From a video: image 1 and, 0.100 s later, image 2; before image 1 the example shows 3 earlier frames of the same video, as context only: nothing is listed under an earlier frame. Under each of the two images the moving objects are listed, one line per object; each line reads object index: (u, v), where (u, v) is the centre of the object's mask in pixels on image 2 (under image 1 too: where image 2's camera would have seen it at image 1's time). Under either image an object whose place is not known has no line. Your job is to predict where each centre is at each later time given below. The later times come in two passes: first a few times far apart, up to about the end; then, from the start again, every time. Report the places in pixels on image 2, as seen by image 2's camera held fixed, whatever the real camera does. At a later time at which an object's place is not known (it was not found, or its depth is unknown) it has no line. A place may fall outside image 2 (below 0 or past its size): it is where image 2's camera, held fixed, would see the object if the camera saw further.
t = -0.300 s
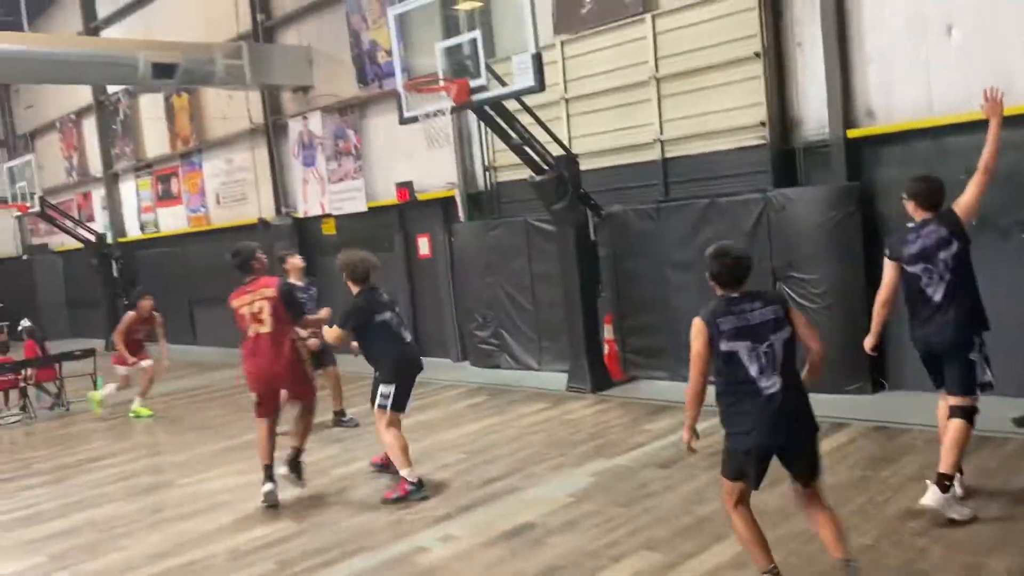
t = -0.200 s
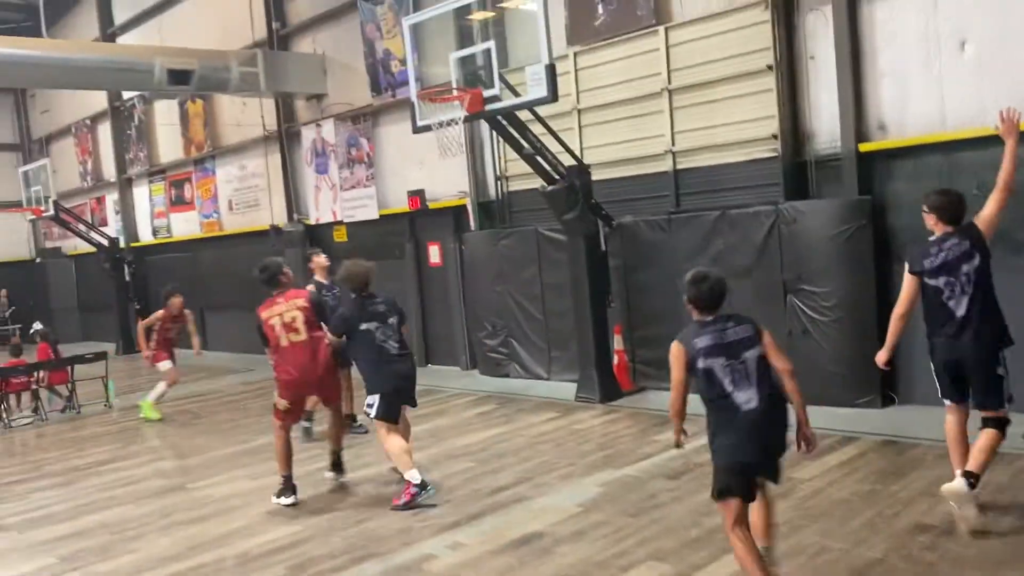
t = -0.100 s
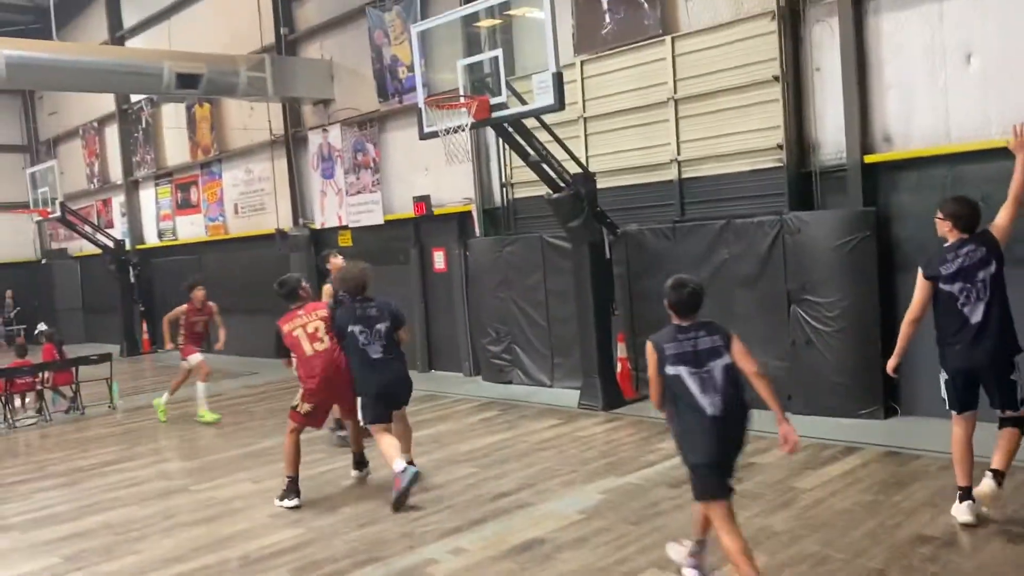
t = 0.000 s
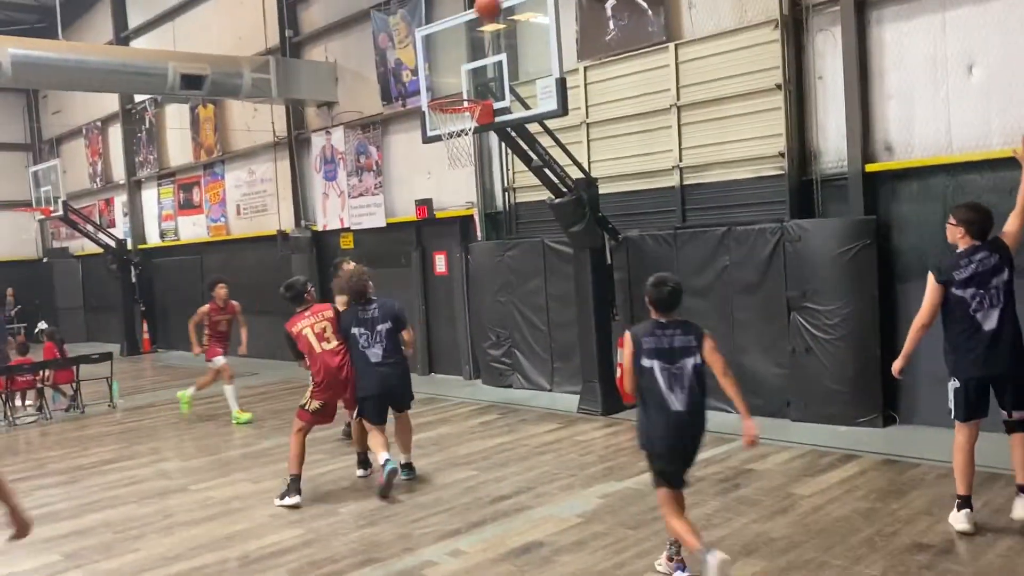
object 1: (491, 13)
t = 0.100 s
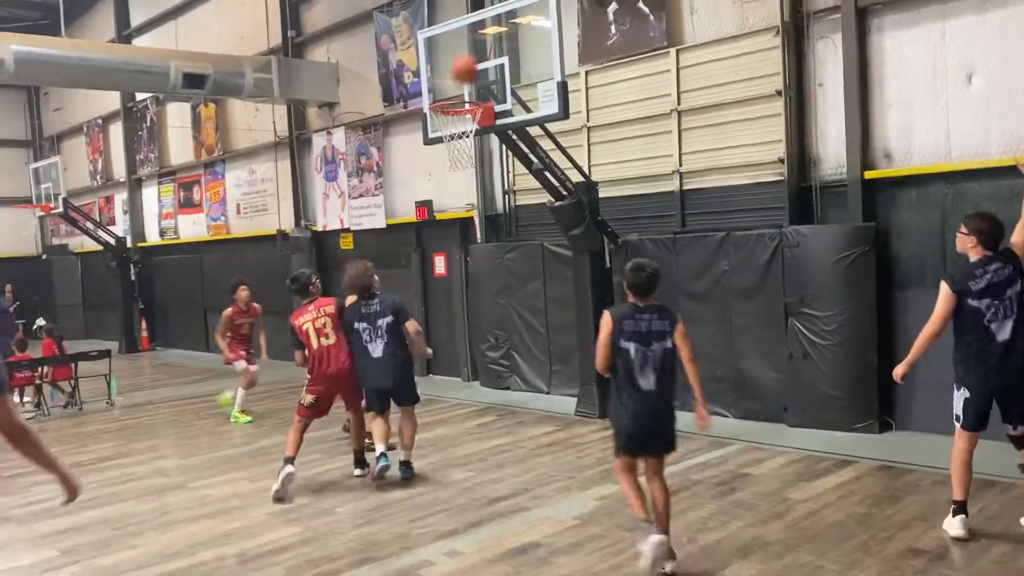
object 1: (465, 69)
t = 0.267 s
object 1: (440, 139)
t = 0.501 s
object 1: (446, 175)
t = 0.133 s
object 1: (456, 90)
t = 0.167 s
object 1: (449, 109)
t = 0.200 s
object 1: (444, 122)
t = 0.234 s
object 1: (441, 137)
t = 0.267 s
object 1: (440, 139)
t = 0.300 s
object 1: (441, 142)
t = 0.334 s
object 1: (441, 145)
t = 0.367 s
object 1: (442, 149)
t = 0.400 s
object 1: (443, 154)
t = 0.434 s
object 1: (444, 160)
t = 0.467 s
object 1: (445, 167)
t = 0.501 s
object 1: (446, 175)
